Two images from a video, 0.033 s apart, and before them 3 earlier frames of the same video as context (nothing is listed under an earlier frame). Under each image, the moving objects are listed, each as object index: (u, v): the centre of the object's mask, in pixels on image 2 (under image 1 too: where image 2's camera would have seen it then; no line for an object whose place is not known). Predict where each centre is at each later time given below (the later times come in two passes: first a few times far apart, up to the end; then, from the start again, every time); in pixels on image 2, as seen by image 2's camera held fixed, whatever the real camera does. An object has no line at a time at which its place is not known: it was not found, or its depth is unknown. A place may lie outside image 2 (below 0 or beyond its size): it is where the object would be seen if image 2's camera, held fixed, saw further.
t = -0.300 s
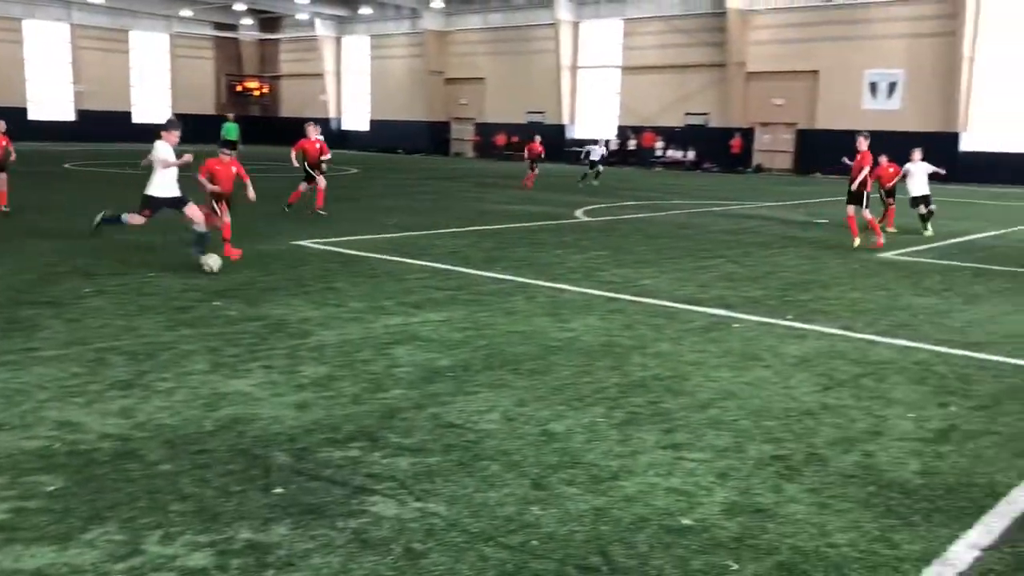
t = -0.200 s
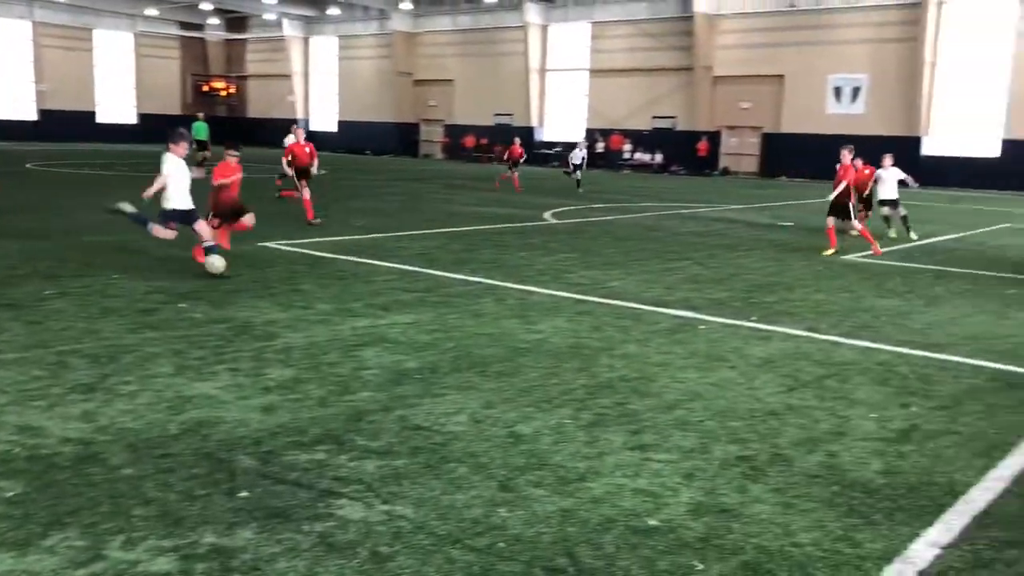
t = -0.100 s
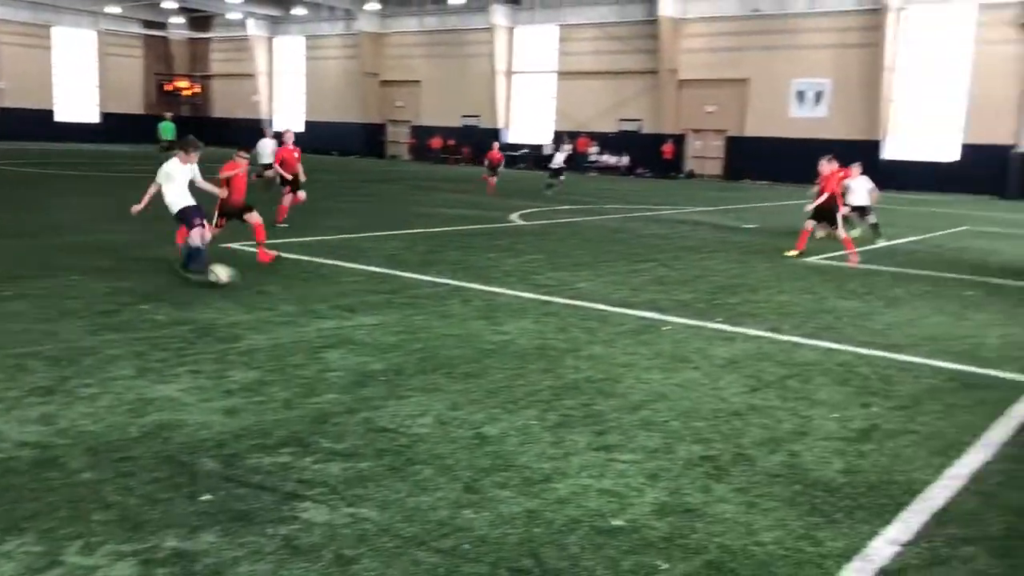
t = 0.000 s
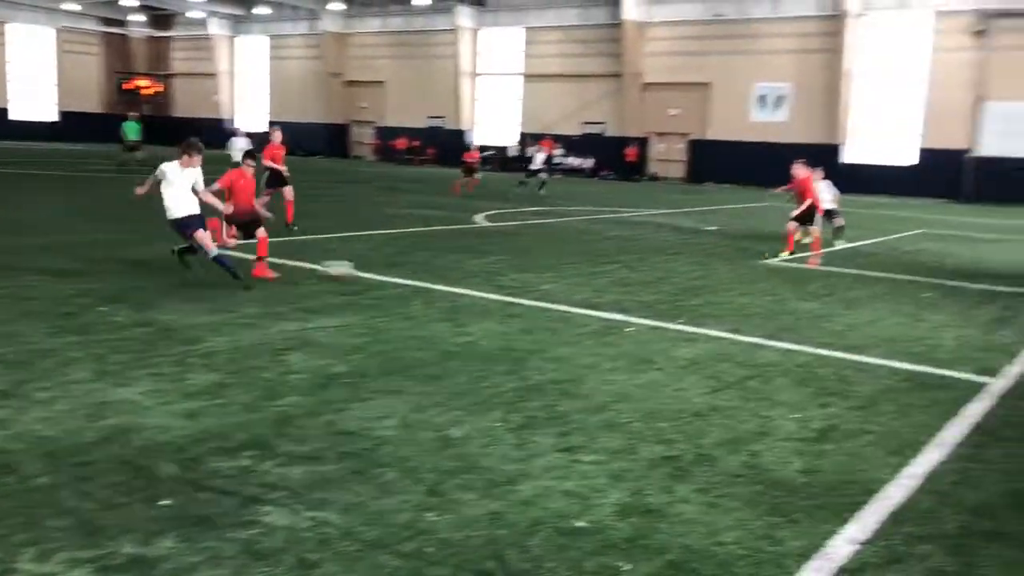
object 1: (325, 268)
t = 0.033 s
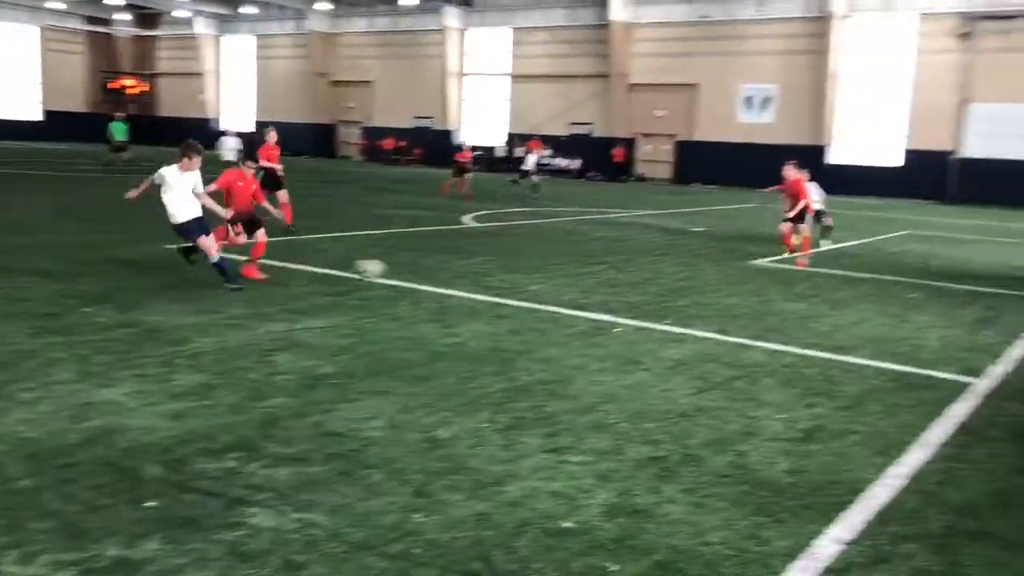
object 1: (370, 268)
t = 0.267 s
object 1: (601, 258)
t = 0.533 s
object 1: (750, 246)
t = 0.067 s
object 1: (411, 266)
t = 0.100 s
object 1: (450, 264)
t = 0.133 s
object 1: (487, 264)
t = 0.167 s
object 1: (518, 261)
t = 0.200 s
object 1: (547, 259)
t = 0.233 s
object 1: (575, 258)
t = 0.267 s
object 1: (601, 258)
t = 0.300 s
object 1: (625, 258)
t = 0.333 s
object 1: (646, 254)
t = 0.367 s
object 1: (667, 254)
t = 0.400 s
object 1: (686, 254)
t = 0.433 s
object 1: (704, 254)
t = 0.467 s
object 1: (721, 253)
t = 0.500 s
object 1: (735, 249)
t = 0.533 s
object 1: (750, 246)
